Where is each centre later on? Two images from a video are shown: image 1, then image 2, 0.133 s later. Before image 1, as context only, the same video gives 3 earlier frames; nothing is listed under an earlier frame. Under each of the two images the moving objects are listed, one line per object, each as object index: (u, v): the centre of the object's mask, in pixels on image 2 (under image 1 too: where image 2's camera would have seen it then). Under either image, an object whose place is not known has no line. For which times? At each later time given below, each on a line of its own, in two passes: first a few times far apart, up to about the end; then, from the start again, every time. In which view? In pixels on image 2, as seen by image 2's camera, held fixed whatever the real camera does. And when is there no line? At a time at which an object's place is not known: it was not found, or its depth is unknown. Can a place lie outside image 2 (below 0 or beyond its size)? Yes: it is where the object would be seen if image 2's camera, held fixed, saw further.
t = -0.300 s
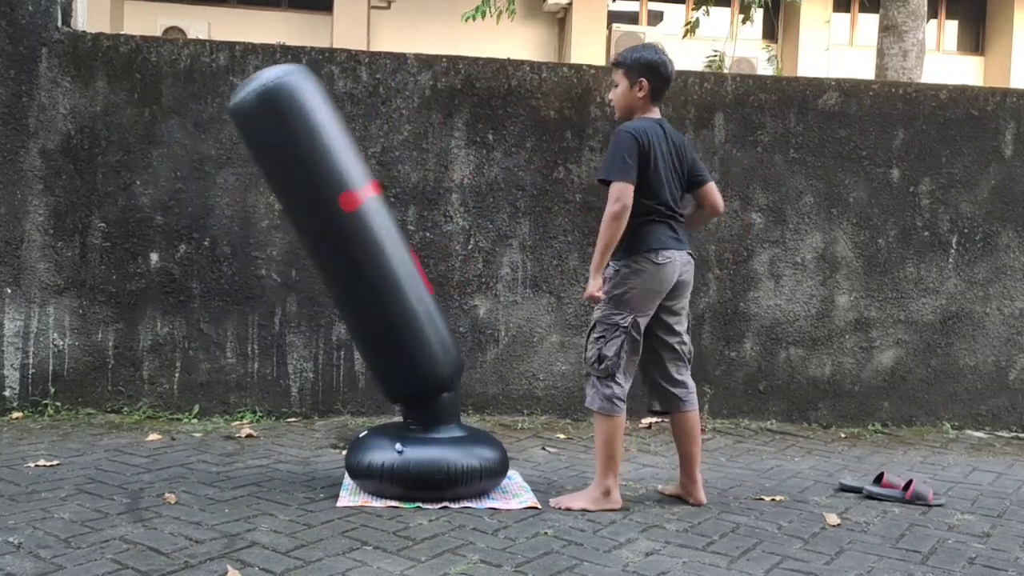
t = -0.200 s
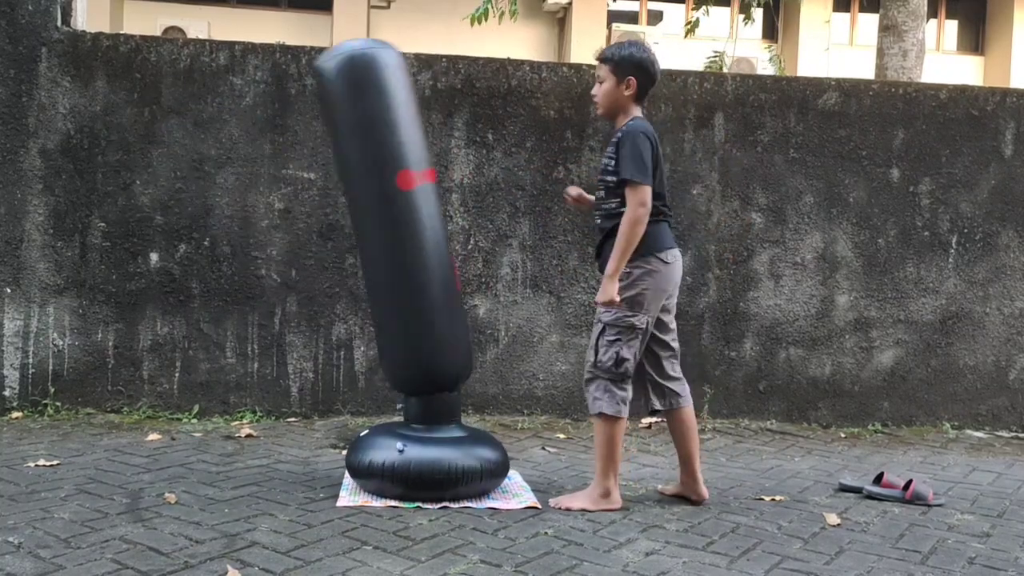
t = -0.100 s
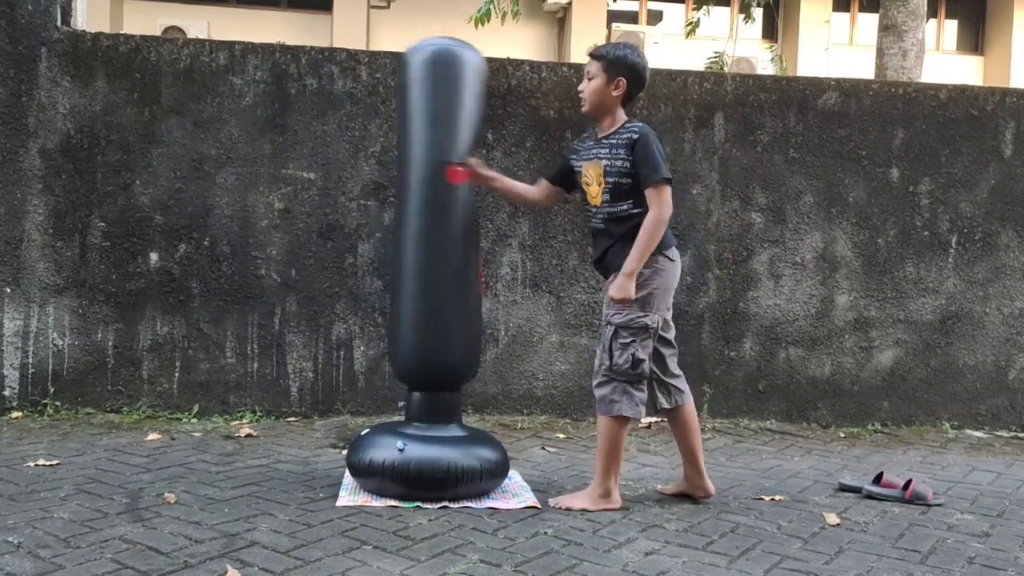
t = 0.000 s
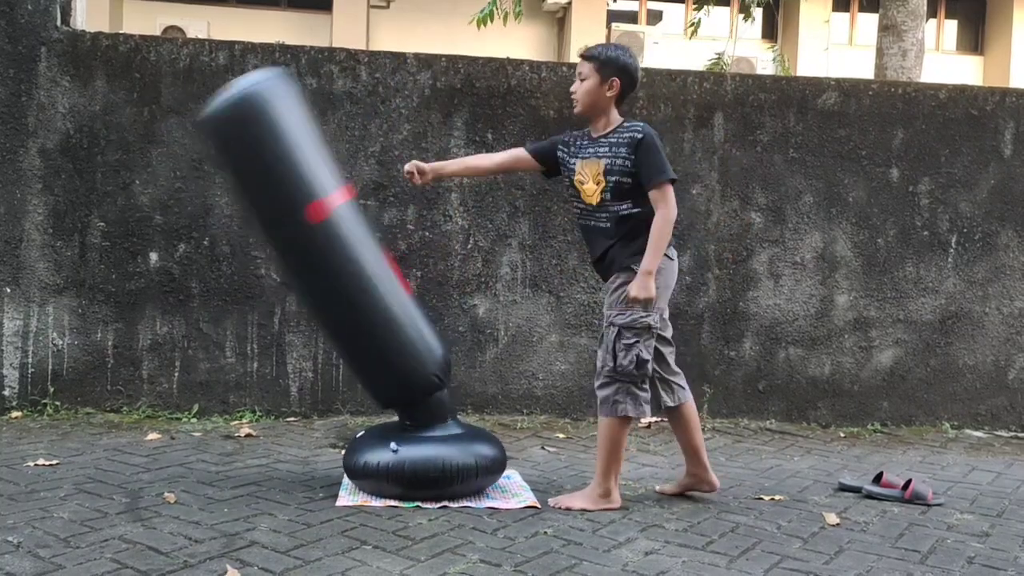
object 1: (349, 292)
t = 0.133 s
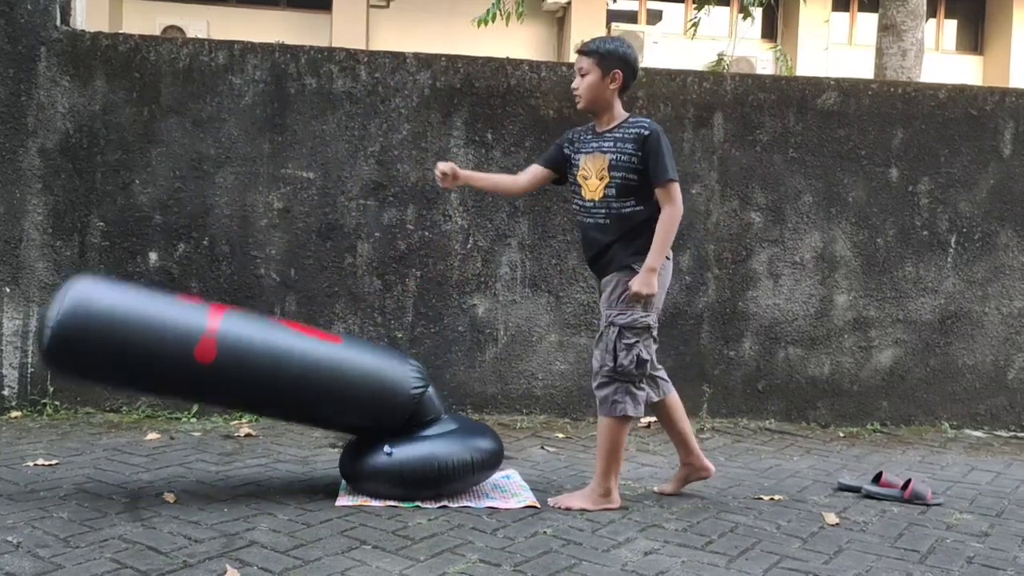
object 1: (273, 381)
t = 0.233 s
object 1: (267, 391)
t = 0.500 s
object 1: (351, 302)
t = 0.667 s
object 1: (436, 284)
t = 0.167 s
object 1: (268, 392)
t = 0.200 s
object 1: (266, 395)
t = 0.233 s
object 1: (267, 391)
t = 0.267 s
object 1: (271, 383)
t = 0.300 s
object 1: (275, 372)
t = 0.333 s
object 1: (281, 360)
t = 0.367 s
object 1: (291, 349)
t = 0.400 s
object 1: (305, 337)
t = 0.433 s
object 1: (318, 325)
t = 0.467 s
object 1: (334, 314)
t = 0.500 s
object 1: (351, 302)
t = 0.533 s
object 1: (368, 292)
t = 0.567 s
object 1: (384, 284)
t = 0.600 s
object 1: (402, 282)
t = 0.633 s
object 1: (419, 281)
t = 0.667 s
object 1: (436, 284)
